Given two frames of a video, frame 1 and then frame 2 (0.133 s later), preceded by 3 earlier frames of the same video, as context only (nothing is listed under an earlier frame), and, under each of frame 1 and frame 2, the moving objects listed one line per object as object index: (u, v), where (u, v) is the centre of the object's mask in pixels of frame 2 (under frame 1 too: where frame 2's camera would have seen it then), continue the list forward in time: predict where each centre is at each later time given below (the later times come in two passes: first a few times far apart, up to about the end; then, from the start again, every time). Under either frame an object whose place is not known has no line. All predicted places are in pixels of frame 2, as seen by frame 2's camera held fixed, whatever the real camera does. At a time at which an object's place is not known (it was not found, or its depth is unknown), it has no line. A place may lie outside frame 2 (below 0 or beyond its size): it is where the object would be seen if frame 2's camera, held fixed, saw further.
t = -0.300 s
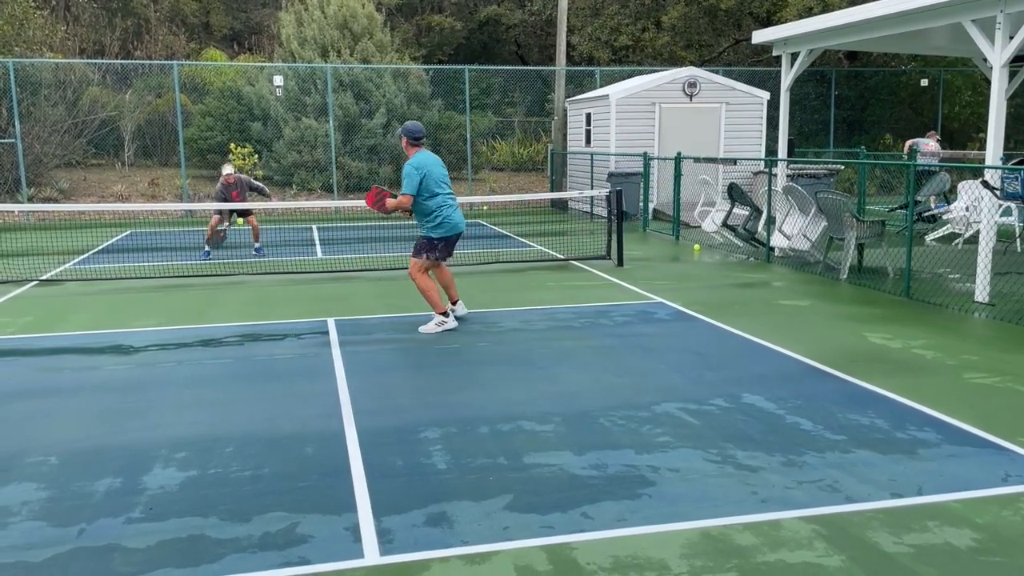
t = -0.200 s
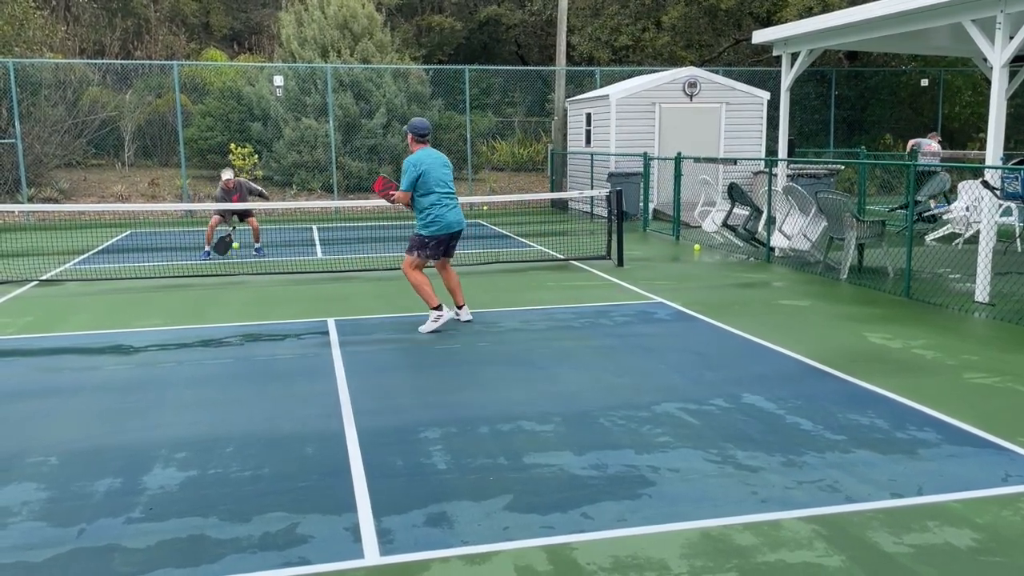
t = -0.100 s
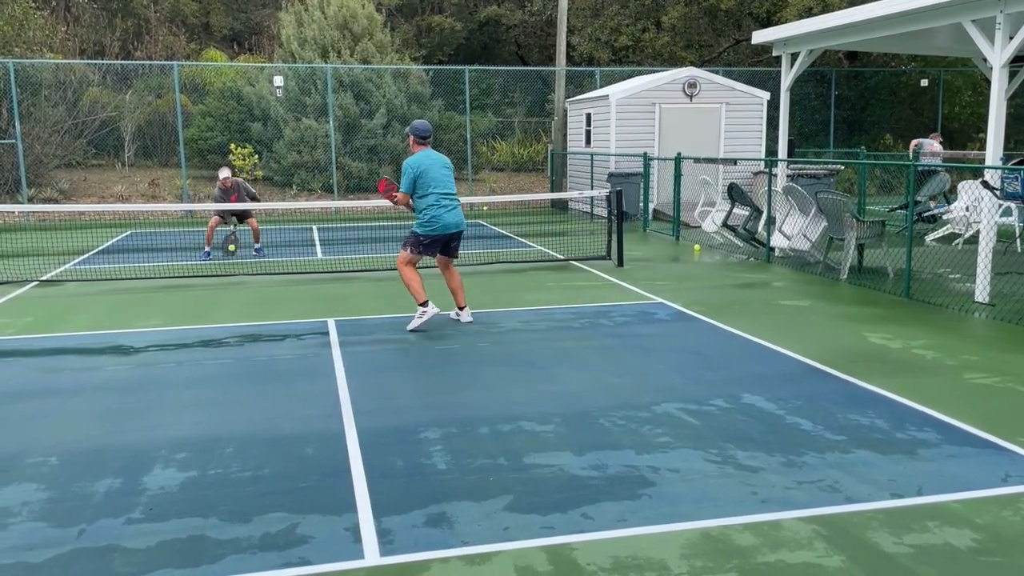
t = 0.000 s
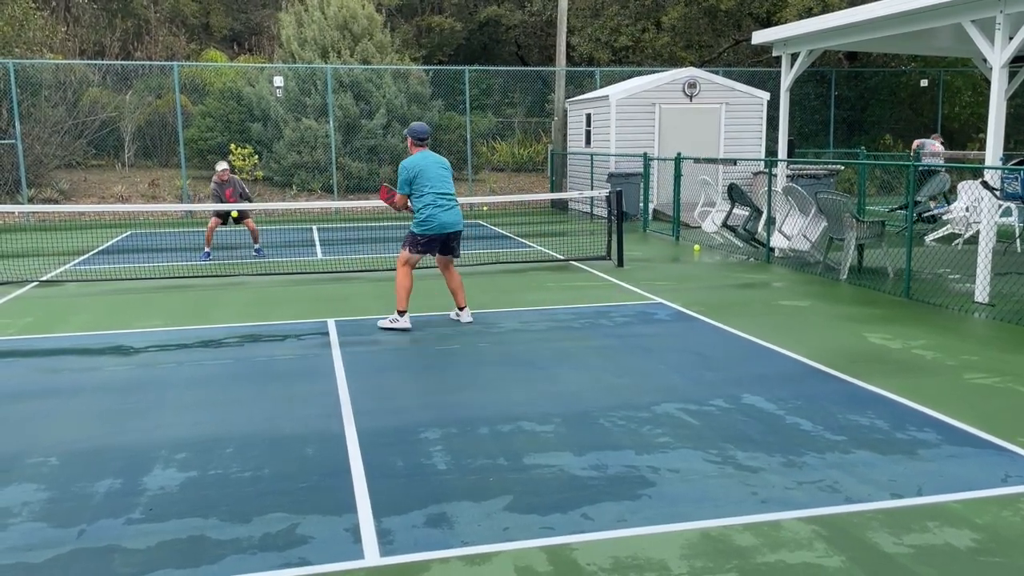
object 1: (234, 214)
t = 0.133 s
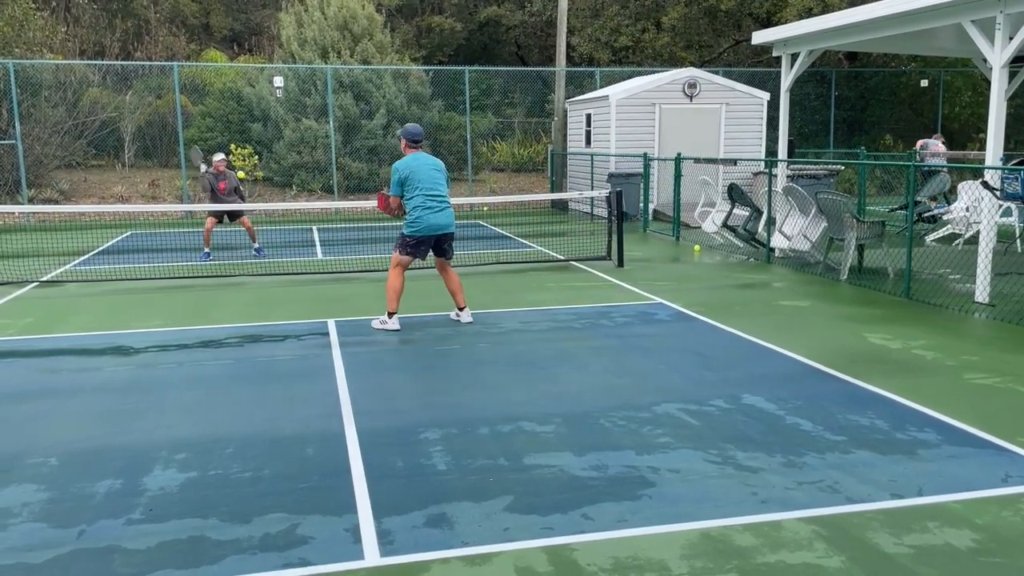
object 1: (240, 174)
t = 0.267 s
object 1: (249, 145)
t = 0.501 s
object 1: (272, 129)
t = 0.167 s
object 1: (242, 166)
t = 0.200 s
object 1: (245, 158)
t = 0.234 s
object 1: (246, 151)
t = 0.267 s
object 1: (249, 145)
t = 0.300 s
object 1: (252, 140)
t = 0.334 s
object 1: (254, 135)
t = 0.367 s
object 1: (257, 132)
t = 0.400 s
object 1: (261, 129)
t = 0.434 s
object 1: (264, 128)
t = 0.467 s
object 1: (268, 128)
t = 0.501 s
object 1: (272, 129)
